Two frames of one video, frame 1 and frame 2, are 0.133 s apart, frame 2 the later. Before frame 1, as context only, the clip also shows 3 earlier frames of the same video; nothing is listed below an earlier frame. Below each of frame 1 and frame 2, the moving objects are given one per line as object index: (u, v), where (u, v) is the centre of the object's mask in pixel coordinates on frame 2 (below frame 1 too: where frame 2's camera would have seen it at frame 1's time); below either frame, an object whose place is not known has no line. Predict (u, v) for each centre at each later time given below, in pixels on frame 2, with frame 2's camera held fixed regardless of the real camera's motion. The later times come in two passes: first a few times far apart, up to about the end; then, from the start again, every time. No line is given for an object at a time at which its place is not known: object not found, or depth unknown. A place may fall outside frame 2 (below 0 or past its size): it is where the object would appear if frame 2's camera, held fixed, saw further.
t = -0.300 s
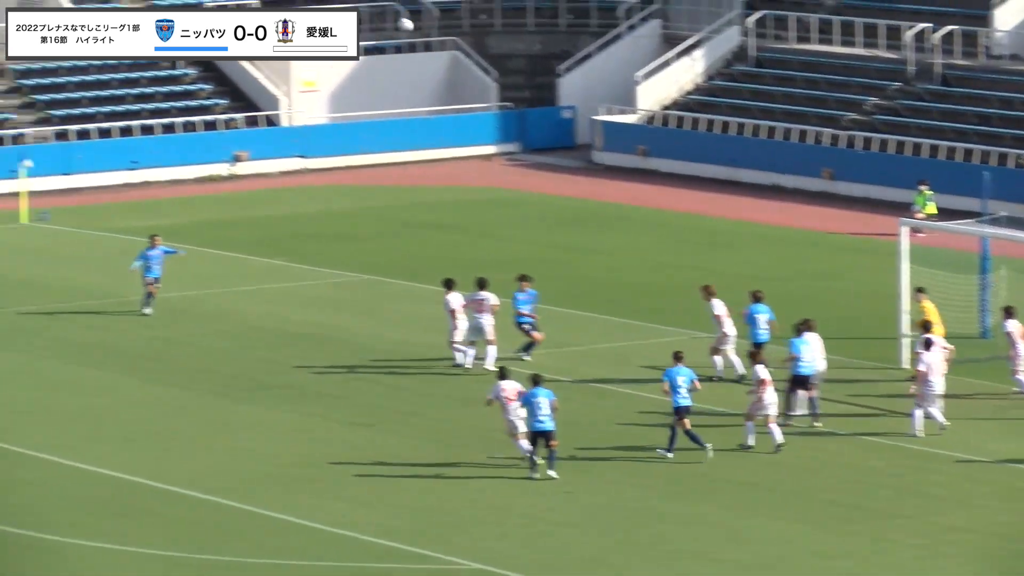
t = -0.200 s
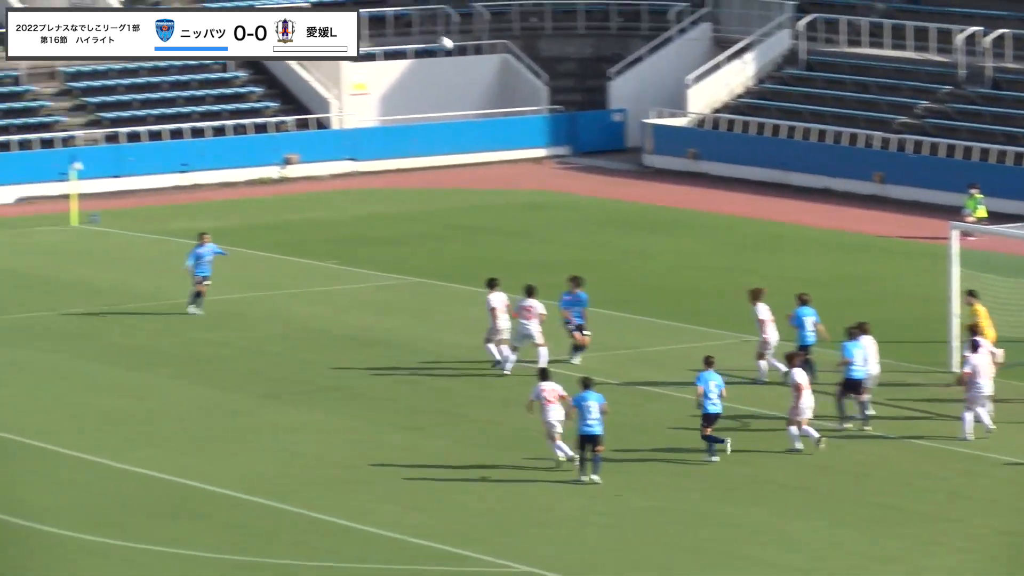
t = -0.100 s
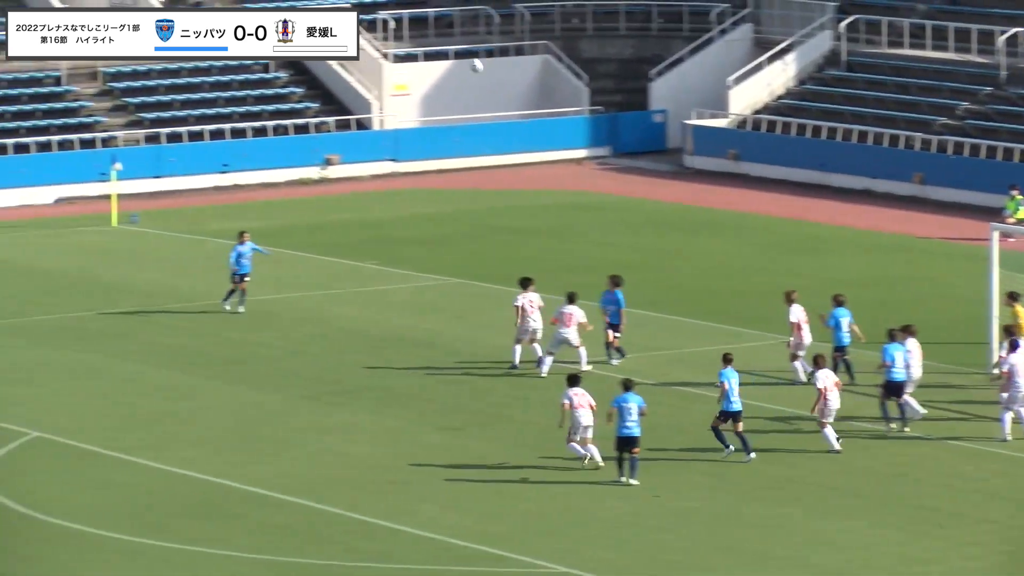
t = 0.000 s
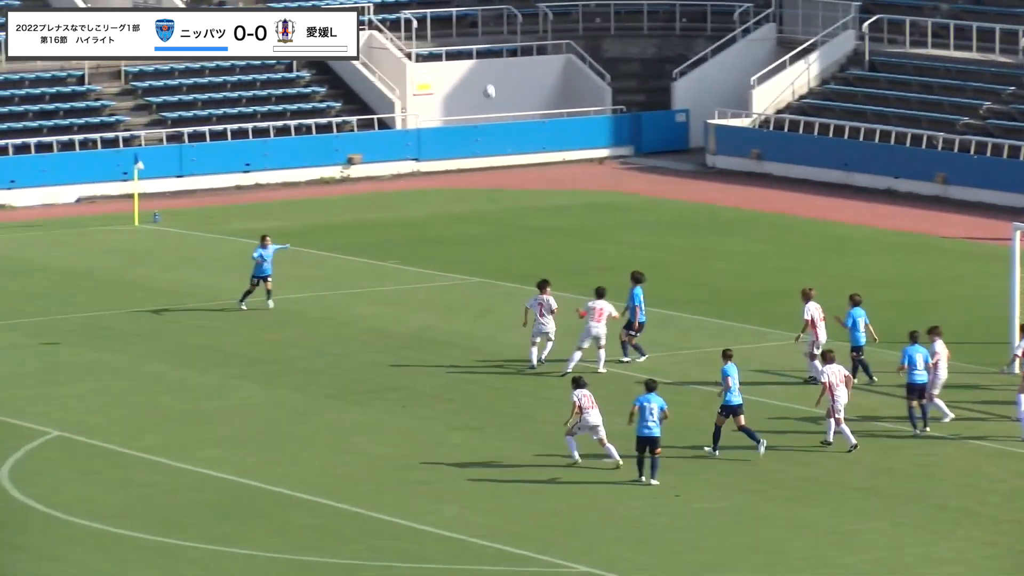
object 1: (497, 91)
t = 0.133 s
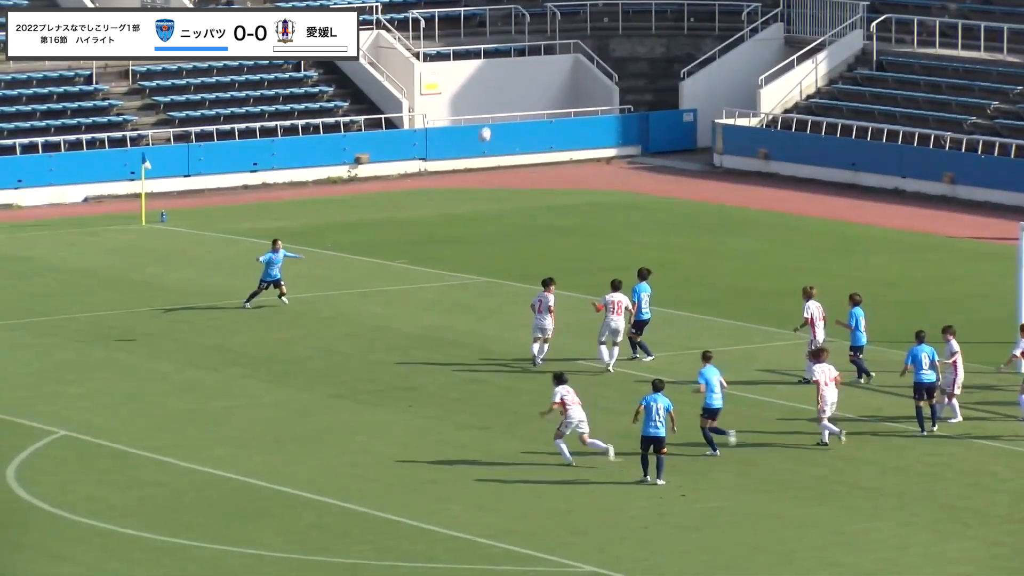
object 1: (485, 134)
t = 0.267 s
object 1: (473, 186)
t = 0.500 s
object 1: (454, 297)
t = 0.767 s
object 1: (436, 270)
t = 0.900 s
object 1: (428, 245)
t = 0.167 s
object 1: (482, 146)
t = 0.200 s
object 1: (478, 158)
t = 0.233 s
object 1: (475, 173)
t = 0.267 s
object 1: (473, 186)
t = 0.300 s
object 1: (470, 200)
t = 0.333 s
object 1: (467, 215)
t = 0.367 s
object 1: (464, 230)
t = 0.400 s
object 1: (461, 246)
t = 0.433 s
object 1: (459, 263)
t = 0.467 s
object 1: (456, 280)
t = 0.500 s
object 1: (454, 297)
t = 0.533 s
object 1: (451, 315)
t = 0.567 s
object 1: (448, 326)
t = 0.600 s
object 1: (447, 316)
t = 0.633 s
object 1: (445, 305)
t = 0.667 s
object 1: (443, 296)
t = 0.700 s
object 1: (441, 287)
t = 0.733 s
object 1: (438, 278)
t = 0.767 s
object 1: (436, 270)
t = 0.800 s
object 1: (434, 263)
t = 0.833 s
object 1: (432, 256)
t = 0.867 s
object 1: (429, 250)
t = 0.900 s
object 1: (428, 245)
